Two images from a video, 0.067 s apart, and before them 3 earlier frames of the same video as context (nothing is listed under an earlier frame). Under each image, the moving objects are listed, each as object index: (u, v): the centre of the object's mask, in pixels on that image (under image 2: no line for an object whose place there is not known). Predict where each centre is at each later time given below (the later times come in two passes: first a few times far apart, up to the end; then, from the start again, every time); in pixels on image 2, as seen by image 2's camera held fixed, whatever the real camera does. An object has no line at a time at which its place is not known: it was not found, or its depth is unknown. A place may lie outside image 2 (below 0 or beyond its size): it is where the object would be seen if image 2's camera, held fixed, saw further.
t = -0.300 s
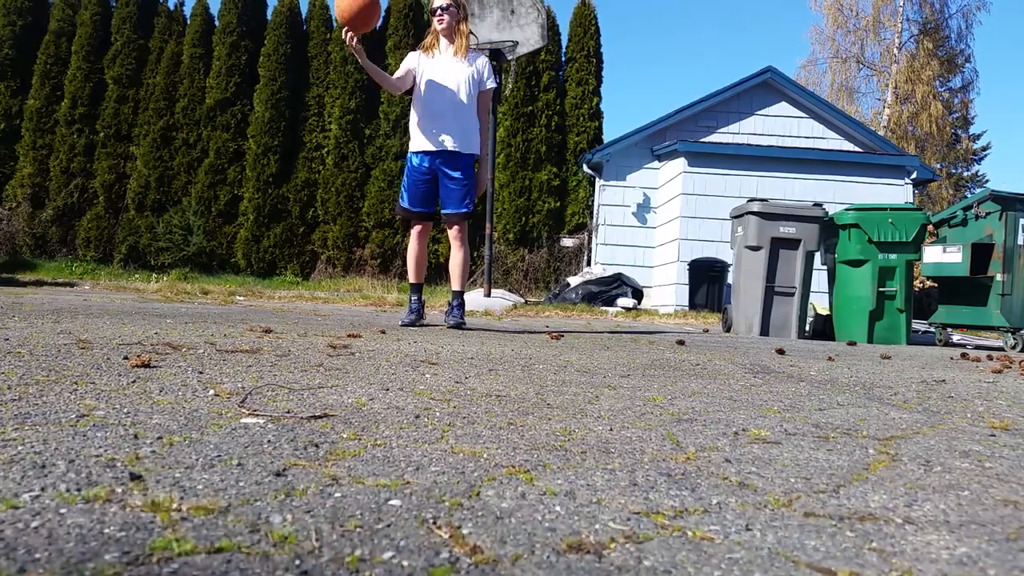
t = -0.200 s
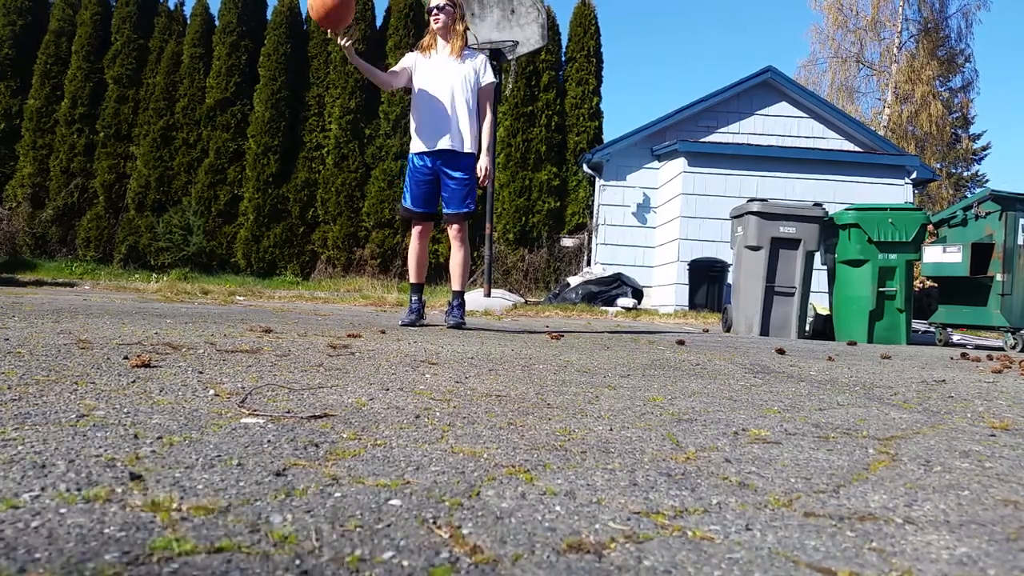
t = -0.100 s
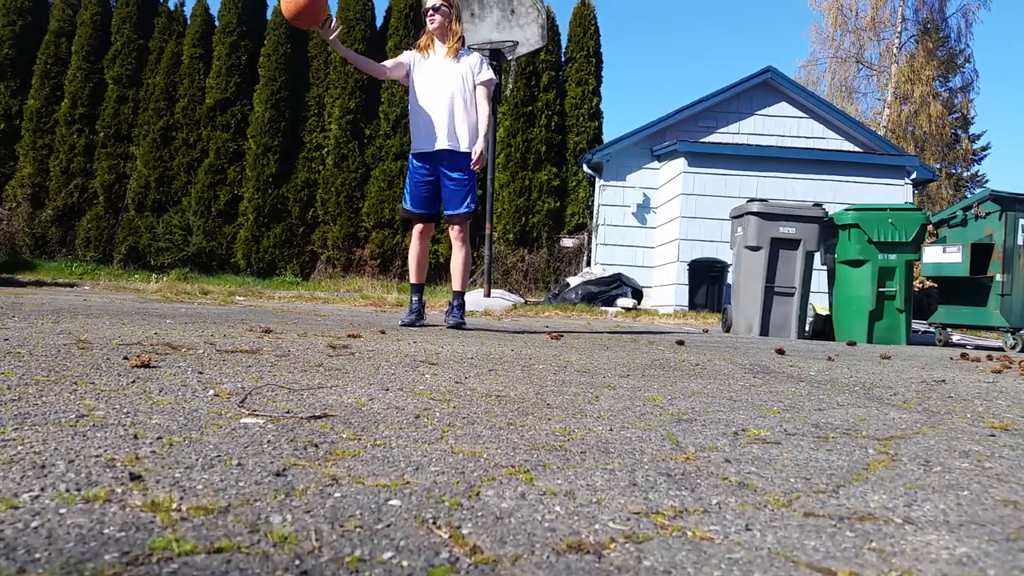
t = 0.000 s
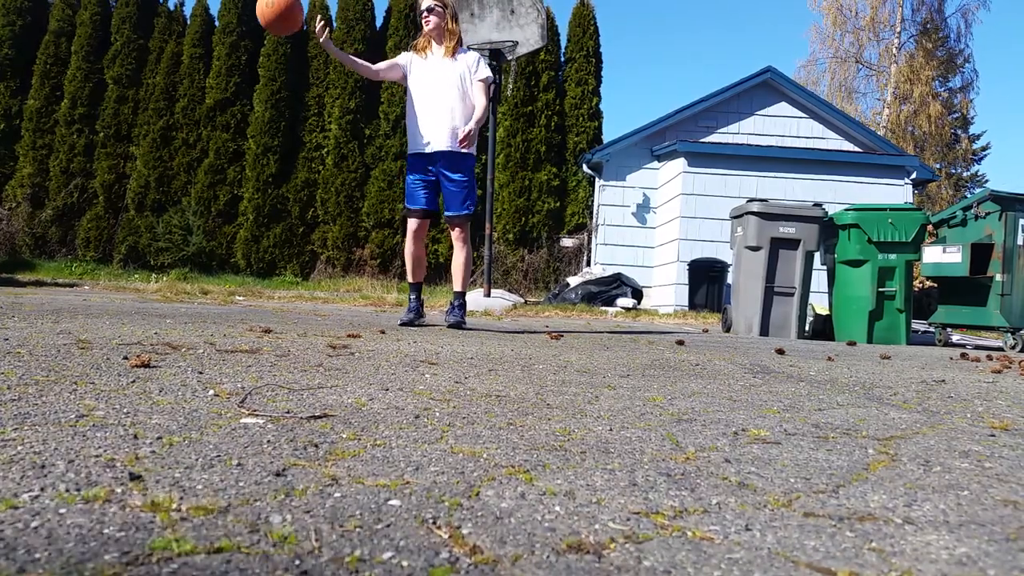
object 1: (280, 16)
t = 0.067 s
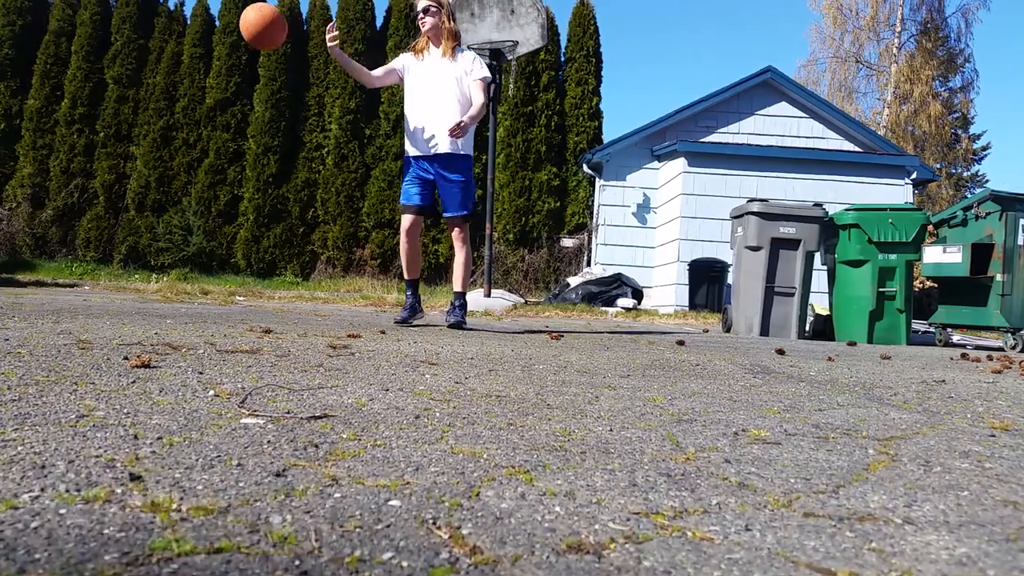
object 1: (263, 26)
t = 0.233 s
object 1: (221, 96)
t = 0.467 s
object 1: (159, 269)
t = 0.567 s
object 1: (141, 229)
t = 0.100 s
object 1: (255, 37)
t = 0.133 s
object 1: (246, 49)
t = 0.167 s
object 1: (238, 63)
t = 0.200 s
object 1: (230, 79)
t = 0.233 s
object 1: (221, 96)
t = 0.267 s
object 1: (212, 115)
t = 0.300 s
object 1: (204, 137)
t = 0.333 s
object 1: (195, 160)
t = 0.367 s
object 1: (186, 184)
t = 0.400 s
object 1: (178, 211)
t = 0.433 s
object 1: (168, 240)
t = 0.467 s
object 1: (159, 269)
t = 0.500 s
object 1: (151, 283)
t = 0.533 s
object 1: (146, 255)
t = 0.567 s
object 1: (141, 229)
